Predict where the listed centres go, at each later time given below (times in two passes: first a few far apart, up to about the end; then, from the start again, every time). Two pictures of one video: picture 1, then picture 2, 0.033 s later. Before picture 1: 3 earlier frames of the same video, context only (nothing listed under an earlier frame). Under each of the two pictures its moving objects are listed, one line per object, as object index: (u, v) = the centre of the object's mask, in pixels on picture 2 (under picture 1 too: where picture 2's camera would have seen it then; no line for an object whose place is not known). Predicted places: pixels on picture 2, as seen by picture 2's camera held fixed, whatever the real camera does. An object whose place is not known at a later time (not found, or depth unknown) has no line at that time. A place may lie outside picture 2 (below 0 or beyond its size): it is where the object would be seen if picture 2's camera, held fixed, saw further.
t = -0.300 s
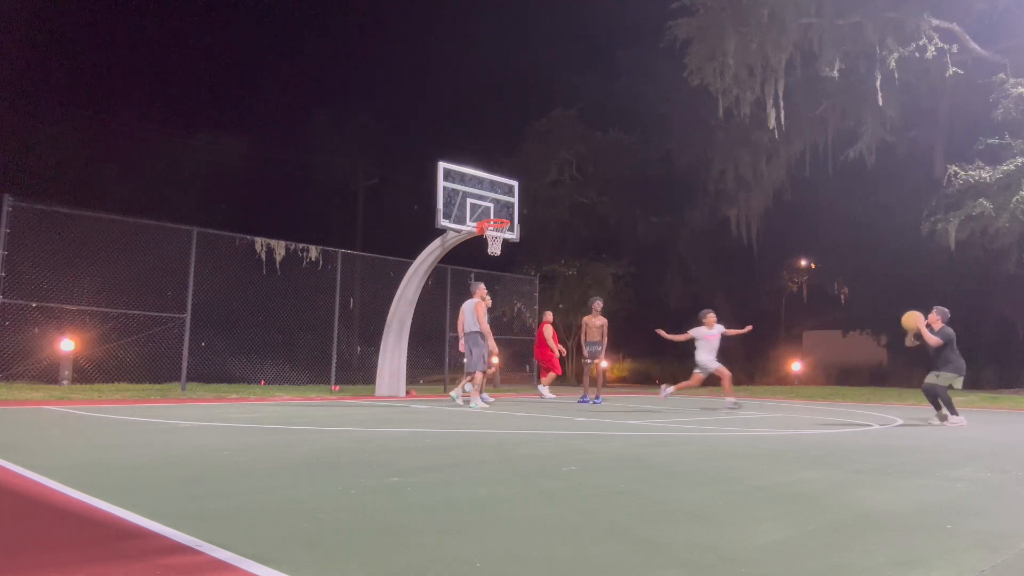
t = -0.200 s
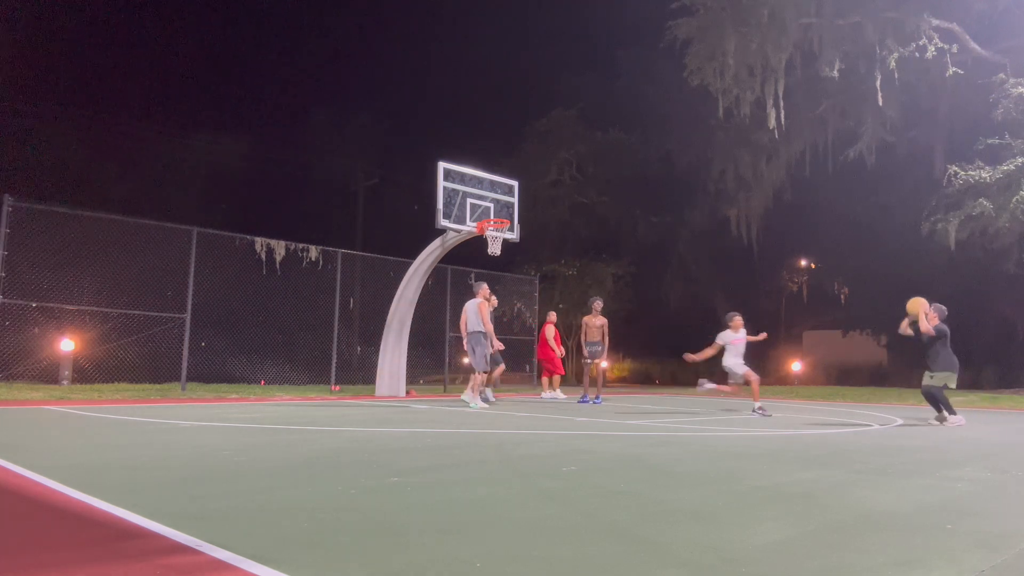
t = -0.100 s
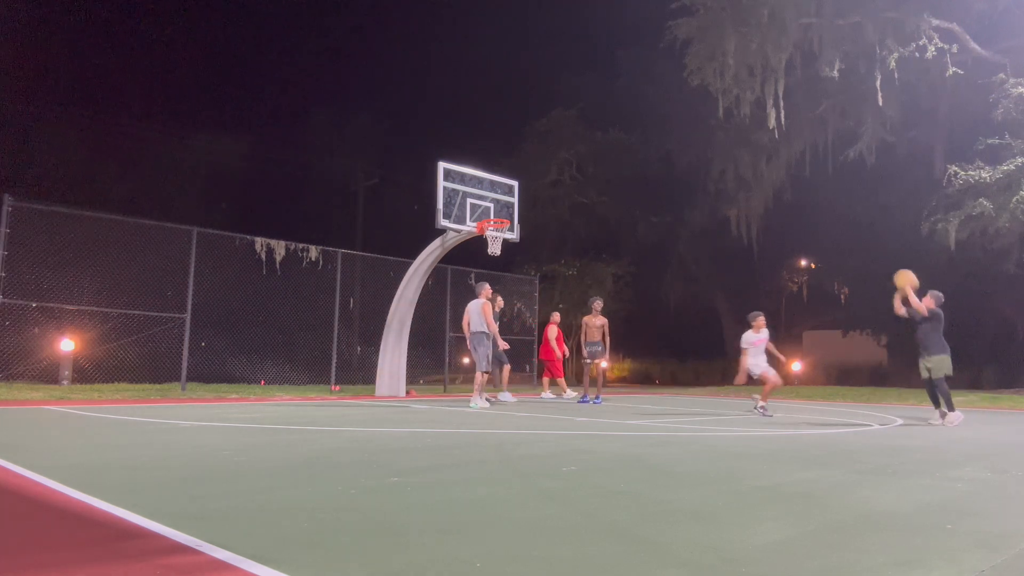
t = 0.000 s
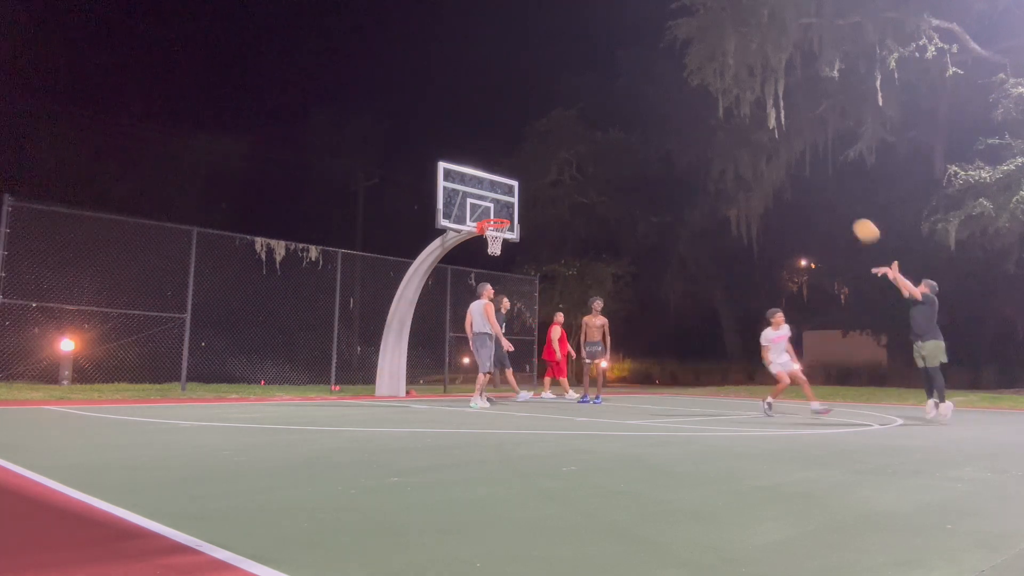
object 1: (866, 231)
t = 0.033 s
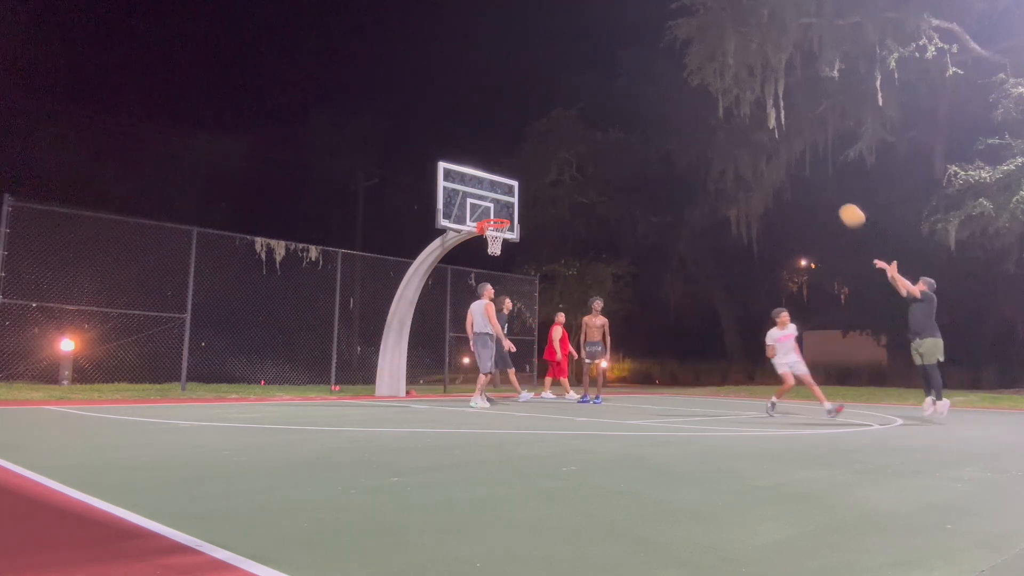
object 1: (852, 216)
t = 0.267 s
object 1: (762, 139)
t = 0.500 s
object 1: (686, 106)
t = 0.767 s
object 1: (610, 112)
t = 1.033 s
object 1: (542, 158)
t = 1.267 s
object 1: (488, 226)
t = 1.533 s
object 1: (485, 278)
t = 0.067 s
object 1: (838, 202)
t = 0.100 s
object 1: (824, 189)
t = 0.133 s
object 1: (811, 177)
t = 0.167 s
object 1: (798, 166)
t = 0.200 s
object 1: (786, 156)
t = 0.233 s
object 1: (774, 147)
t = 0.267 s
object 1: (762, 139)
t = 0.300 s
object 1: (750, 132)
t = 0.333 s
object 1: (739, 125)
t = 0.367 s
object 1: (728, 120)
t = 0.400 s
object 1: (717, 115)
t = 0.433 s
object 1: (706, 111)
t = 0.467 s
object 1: (696, 108)
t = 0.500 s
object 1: (686, 106)
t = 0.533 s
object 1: (675, 104)
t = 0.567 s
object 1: (666, 103)
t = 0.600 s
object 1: (656, 103)
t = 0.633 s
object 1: (646, 104)
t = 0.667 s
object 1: (637, 105)
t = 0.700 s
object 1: (628, 107)
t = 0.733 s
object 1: (619, 109)
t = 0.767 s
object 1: (610, 112)
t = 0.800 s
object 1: (601, 116)
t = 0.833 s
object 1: (592, 120)
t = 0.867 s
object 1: (583, 125)
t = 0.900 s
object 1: (575, 131)
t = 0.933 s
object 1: (566, 137)
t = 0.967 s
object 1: (558, 144)
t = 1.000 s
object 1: (550, 151)
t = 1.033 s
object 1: (542, 158)
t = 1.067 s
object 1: (534, 166)
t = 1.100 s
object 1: (526, 175)
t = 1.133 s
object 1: (519, 183)
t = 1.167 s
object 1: (510, 193)
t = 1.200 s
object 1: (502, 205)
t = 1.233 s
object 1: (496, 213)
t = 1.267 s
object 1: (488, 226)
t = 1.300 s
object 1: (486, 236)
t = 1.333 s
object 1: (485, 242)
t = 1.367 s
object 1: (485, 246)
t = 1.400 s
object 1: (485, 251)
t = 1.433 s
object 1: (485, 257)
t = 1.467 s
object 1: (485, 263)
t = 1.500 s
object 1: (485, 271)
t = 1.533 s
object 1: (485, 278)
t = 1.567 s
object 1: (485, 287)
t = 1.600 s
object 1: (485, 295)
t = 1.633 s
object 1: (485, 304)
